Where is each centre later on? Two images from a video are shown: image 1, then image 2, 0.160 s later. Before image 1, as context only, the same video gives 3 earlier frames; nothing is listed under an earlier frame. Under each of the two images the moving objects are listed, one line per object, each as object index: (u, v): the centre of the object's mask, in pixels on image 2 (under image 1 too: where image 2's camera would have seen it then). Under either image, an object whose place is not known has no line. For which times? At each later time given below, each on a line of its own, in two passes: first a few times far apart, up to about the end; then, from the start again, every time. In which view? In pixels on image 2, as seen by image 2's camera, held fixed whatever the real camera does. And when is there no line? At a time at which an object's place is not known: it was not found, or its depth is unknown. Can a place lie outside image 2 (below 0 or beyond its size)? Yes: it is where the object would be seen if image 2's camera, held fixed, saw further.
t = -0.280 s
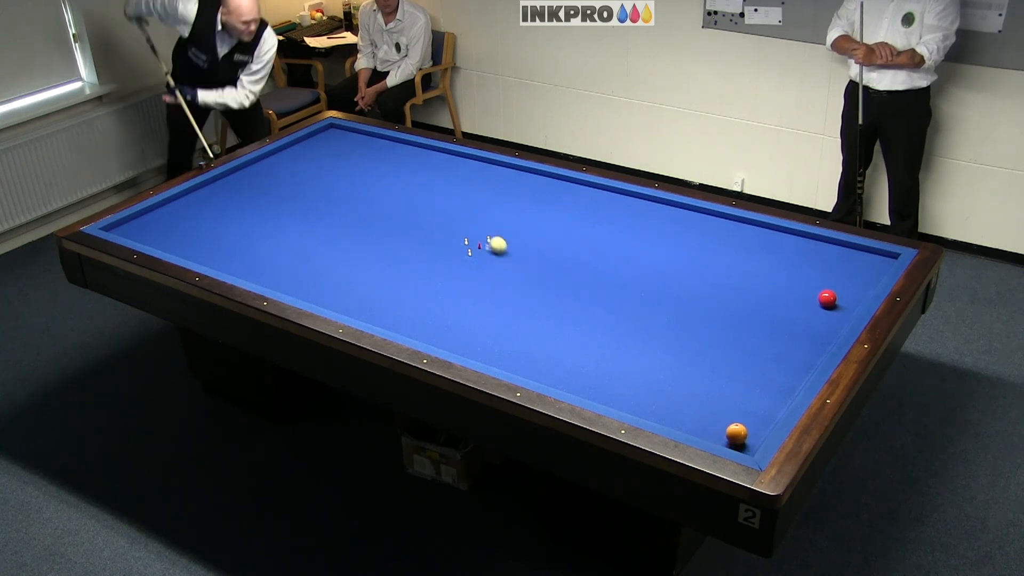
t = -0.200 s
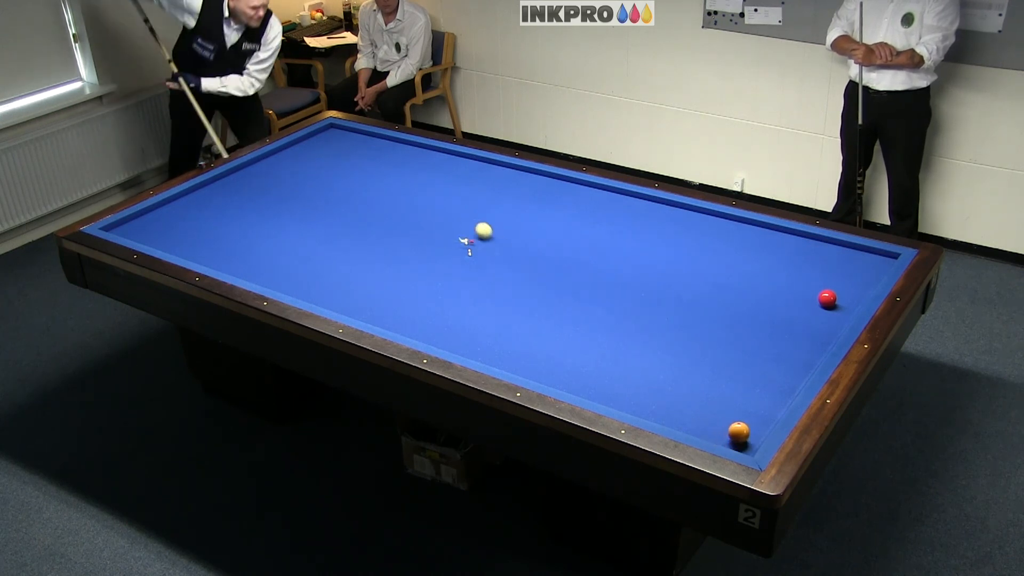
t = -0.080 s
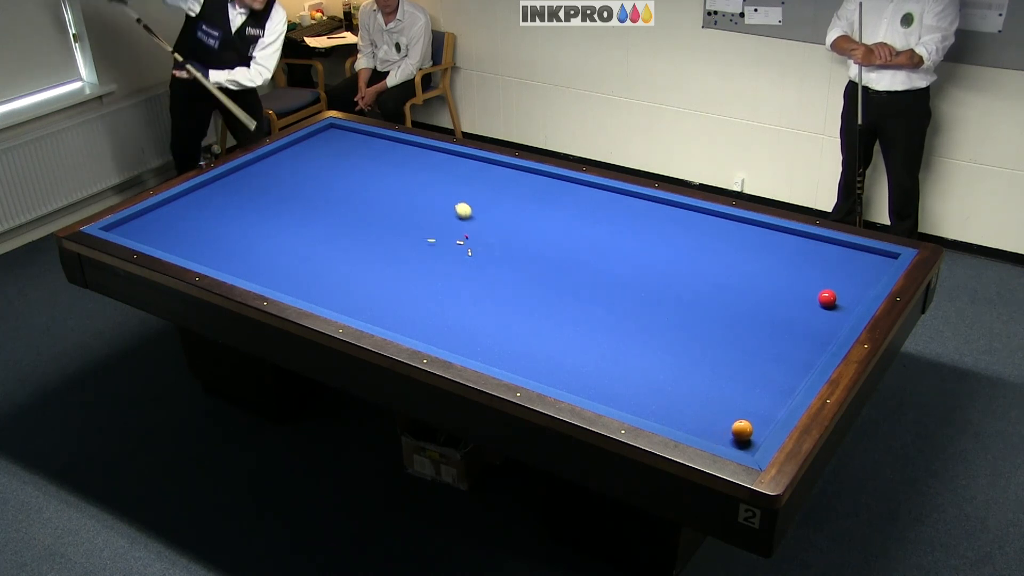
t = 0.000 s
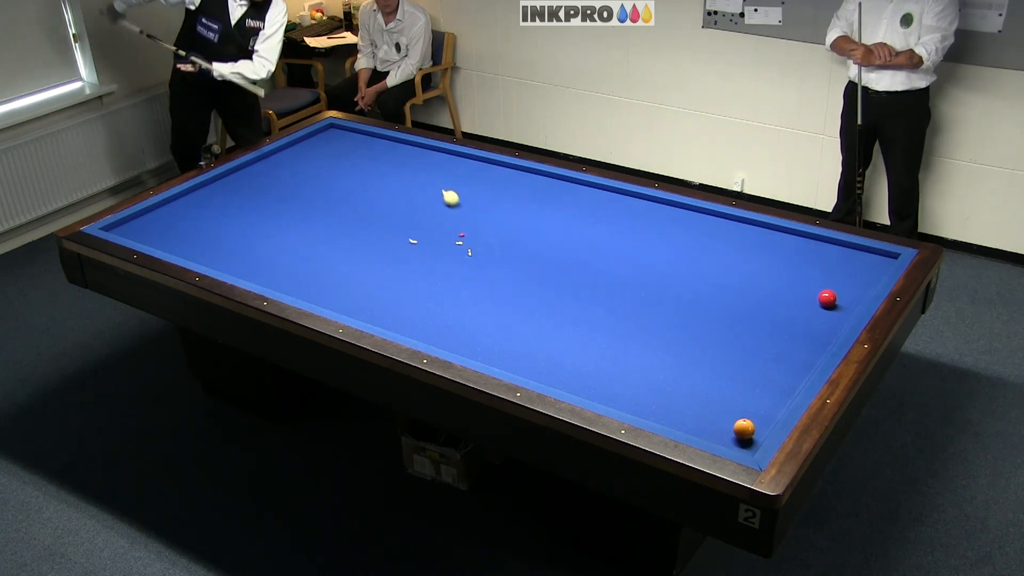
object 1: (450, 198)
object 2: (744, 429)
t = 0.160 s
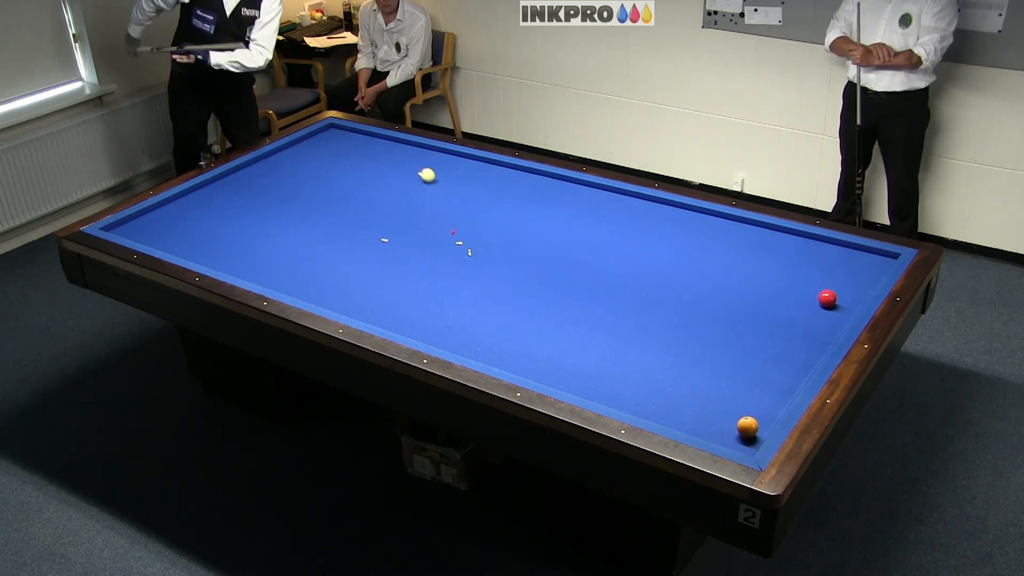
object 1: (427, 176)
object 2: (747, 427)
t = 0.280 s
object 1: (412, 160)
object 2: (750, 425)
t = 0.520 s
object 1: (373, 140)
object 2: (755, 422)
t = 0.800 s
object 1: (308, 137)
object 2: (759, 419)
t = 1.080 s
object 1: (325, 150)
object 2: (763, 417)
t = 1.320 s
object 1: (337, 160)
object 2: (765, 416)
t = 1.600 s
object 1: (352, 173)
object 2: (767, 415)
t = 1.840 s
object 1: (366, 185)
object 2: (768, 414)
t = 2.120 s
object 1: (381, 199)
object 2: (768, 414)
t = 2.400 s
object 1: (398, 213)
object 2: (768, 414)
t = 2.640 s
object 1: (412, 227)
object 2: (768, 414)
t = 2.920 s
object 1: (430, 242)
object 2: (768, 414)
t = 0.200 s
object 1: (422, 170)
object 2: (748, 426)
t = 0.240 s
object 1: (417, 165)
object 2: (749, 426)
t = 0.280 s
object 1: (412, 160)
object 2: (750, 425)
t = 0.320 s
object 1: (407, 155)
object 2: (751, 425)
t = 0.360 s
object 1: (402, 150)
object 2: (752, 424)
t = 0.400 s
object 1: (397, 145)
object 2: (752, 424)
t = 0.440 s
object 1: (393, 141)
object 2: (753, 423)
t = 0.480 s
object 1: (384, 139)
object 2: (754, 423)
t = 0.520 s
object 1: (373, 140)
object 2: (755, 422)
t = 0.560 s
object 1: (363, 140)
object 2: (755, 422)
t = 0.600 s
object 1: (353, 139)
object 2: (756, 421)
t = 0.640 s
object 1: (343, 139)
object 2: (757, 421)
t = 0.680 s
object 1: (334, 138)
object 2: (757, 421)
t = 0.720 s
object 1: (325, 138)
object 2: (758, 420)
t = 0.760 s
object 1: (315, 137)
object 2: (758, 419)
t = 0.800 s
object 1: (308, 137)
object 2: (759, 419)
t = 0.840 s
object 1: (311, 139)
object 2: (760, 419)
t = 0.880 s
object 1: (314, 141)
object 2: (760, 418)
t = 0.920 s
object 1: (317, 143)
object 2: (761, 418)
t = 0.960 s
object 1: (319, 144)
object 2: (761, 418)
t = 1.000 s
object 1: (321, 146)
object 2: (762, 418)
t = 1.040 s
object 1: (323, 148)
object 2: (762, 417)
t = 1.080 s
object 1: (325, 150)
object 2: (763, 417)
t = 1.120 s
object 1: (327, 151)
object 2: (763, 417)
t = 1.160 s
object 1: (329, 153)
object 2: (764, 417)
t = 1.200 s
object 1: (331, 155)
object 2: (764, 417)
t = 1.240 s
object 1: (333, 157)
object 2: (765, 416)
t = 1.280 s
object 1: (335, 158)
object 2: (765, 416)
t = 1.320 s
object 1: (337, 160)
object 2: (765, 416)
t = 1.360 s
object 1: (340, 162)
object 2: (766, 416)
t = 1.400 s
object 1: (342, 164)
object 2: (766, 415)
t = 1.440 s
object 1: (344, 166)
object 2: (766, 415)
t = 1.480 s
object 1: (346, 168)
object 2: (766, 415)
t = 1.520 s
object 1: (348, 170)
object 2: (767, 415)
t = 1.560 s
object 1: (350, 172)
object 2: (767, 415)
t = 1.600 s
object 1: (352, 173)
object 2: (767, 415)
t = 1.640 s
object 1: (354, 175)
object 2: (767, 415)
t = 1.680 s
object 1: (357, 177)
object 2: (767, 415)
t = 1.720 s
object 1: (359, 179)
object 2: (768, 414)
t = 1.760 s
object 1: (361, 181)
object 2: (768, 414)
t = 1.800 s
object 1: (363, 183)
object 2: (768, 414)
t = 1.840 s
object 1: (366, 185)
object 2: (768, 414)
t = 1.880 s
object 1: (368, 187)
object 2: (768, 414)
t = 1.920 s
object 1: (370, 189)
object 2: (768, 414)
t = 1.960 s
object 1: (372, 191)
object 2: (768, 414)
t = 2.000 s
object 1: (374, 193)
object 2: (768, 414)
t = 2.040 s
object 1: (377, 195)
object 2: (768, 414)
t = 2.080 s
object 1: (379, 197)
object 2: (768, 414)
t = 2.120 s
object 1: (381, 199)
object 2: (768, 414)
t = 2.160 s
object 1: (384, 201)
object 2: (768, 414)
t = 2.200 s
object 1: (386, 203)
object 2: (768, 414)
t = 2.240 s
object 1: (388, 205)
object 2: (768, 414)
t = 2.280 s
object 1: (391, 207)
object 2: (768, 414)
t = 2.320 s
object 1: (393, 209)
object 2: (768, 414)
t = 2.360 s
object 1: (396, 211)
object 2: (768, 414)
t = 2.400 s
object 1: (398, 213)
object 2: (768, 414)
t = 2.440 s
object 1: (400, 215)
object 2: (768, 414)
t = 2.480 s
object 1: (403, 218)
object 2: (768, 414)
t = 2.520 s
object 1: (405, 220)
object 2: (768, 414)
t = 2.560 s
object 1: (408, 222)
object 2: (768, 414)
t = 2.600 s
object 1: (410, 224)
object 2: (768, 414)
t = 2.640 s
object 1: (412, 227)
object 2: (768, 414)
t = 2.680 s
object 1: (415, 229)
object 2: (768, 414)
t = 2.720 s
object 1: (418, 231)
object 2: (768, 414)
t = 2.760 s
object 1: (420, 233)
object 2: (768, 414)
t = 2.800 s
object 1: (423, 235)
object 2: (768, 414)
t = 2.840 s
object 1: (425, 237)
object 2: (768, 414)
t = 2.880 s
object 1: (428, 240)
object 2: (768, 414)
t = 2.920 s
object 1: (430, 242)
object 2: (768, 414)
